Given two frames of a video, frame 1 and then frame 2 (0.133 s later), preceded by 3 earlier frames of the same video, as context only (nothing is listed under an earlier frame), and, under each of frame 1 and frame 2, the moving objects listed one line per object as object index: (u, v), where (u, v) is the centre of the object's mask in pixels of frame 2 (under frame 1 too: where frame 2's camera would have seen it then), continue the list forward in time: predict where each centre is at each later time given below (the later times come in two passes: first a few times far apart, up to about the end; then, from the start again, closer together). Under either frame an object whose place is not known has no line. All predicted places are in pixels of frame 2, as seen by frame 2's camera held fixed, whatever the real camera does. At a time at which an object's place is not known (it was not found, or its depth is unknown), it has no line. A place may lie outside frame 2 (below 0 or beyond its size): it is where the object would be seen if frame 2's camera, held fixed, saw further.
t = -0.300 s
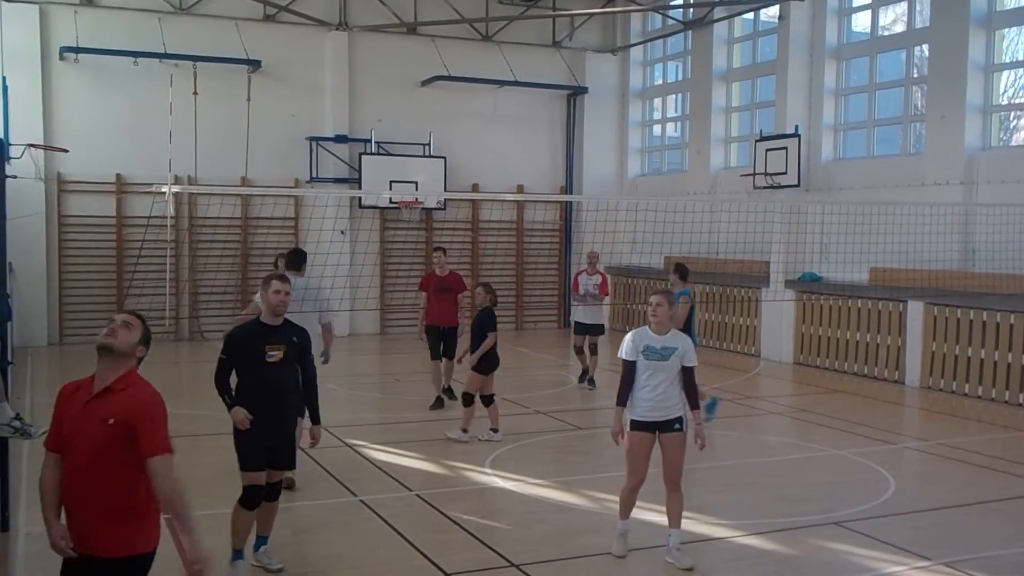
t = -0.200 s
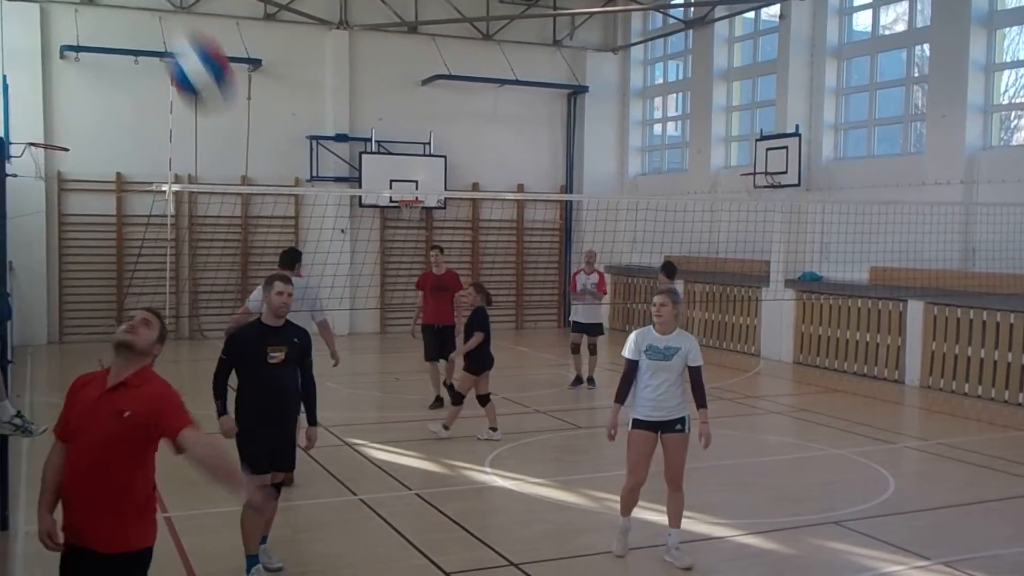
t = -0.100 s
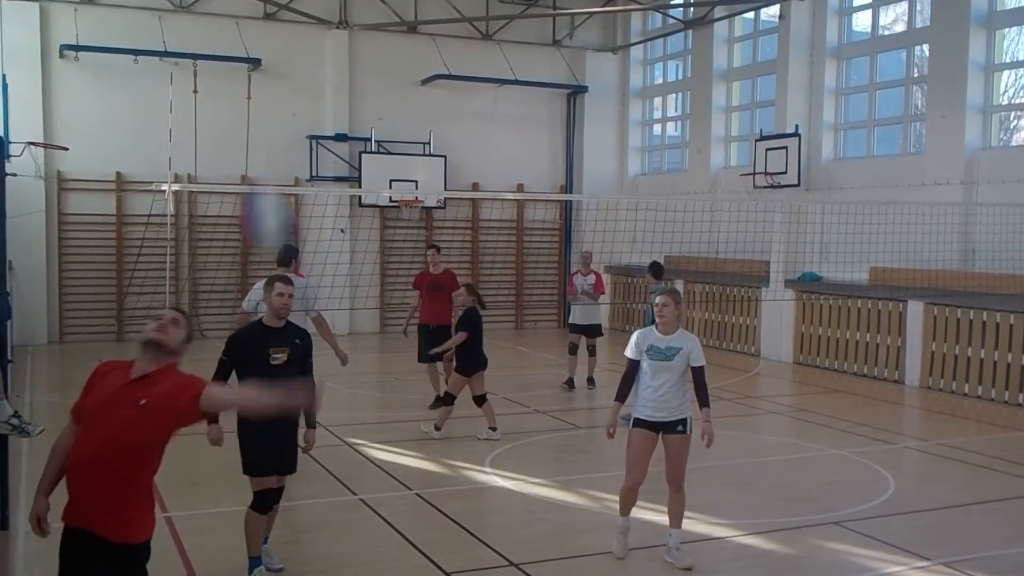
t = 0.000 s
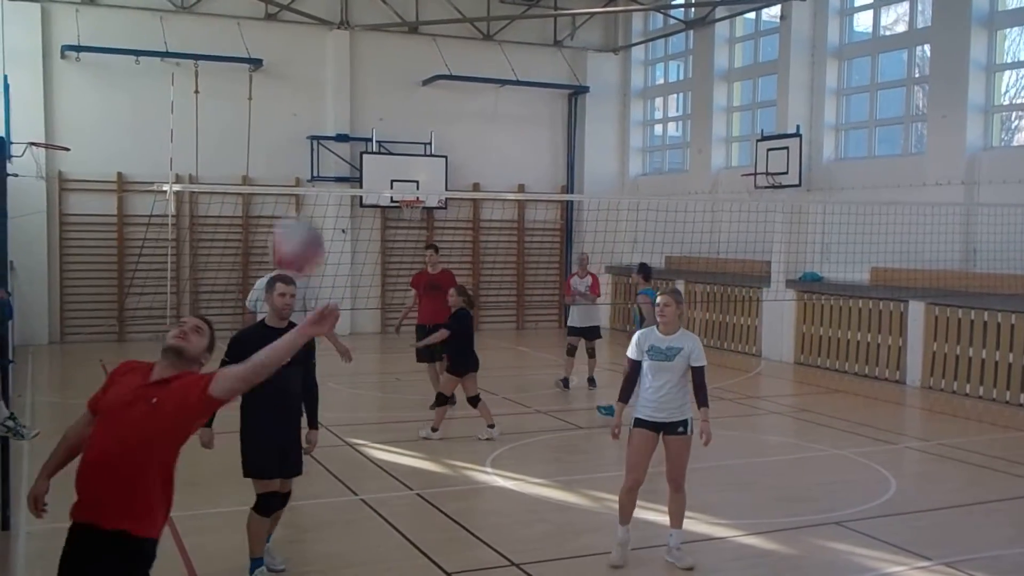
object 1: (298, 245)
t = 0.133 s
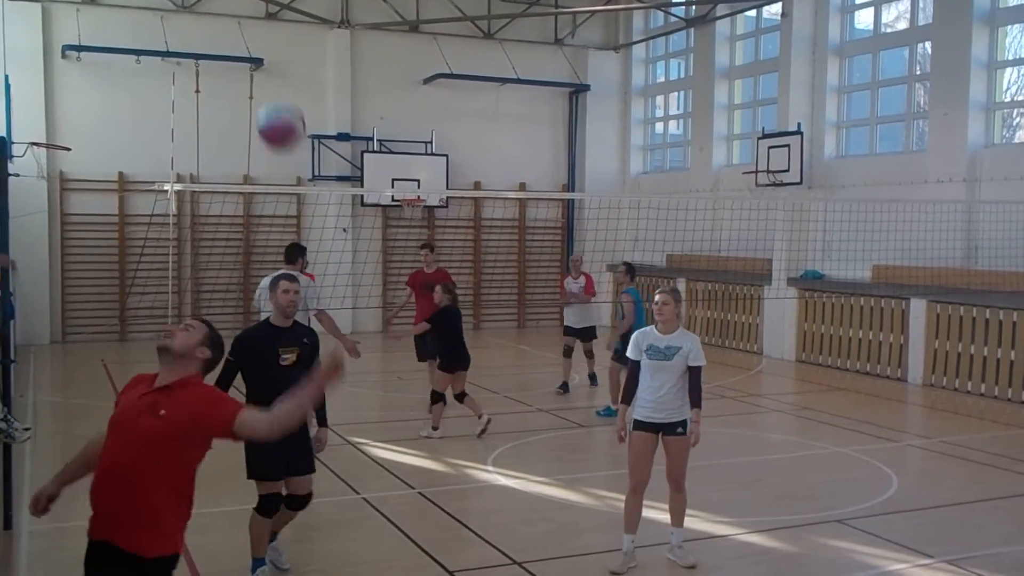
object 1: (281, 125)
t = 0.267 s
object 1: (268, 69)
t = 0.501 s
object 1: (253, 70)
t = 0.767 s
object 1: (244, 162)
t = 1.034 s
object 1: (239, 231)
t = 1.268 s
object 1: (237, 337)
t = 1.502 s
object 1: (234, 404)
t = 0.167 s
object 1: (278, 106)
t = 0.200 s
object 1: (274, 90)
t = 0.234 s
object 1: (271, 78)
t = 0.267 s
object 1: (268, 69)
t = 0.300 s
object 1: (265, 62)
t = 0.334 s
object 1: (262, 59)
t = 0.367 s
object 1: (260, 56)
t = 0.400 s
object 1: (259, 57)
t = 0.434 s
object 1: (257, 59)
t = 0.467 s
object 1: (255, 64)
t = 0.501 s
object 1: (253, 70)
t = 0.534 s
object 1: (252, 75)
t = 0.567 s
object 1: (250, 86)
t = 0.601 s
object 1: (248, 95)
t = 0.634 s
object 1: (247, 106)
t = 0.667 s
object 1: (246, 119)
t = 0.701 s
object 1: (245, 132)
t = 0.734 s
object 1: (244, 146)
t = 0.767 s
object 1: (244, 162)
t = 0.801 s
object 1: (243, 175)
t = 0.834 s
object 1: (241, 177)
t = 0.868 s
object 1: (240, 183)
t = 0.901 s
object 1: (240, 198)
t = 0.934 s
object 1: (240, 203)
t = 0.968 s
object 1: (240, 210)
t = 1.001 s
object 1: (240, 221)
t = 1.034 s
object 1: (239, 231)
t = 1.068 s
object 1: (240, 244)
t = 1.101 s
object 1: (238, 258)
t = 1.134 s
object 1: (238, 273)
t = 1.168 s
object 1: (237, 287)
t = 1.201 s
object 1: (238, 303)
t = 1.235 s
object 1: (236, 321)
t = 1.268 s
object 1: (237, 337)
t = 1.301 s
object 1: (236, 354)
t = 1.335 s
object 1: (237, 375)
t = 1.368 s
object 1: (235, 396)
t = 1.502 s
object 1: (234, 404)
